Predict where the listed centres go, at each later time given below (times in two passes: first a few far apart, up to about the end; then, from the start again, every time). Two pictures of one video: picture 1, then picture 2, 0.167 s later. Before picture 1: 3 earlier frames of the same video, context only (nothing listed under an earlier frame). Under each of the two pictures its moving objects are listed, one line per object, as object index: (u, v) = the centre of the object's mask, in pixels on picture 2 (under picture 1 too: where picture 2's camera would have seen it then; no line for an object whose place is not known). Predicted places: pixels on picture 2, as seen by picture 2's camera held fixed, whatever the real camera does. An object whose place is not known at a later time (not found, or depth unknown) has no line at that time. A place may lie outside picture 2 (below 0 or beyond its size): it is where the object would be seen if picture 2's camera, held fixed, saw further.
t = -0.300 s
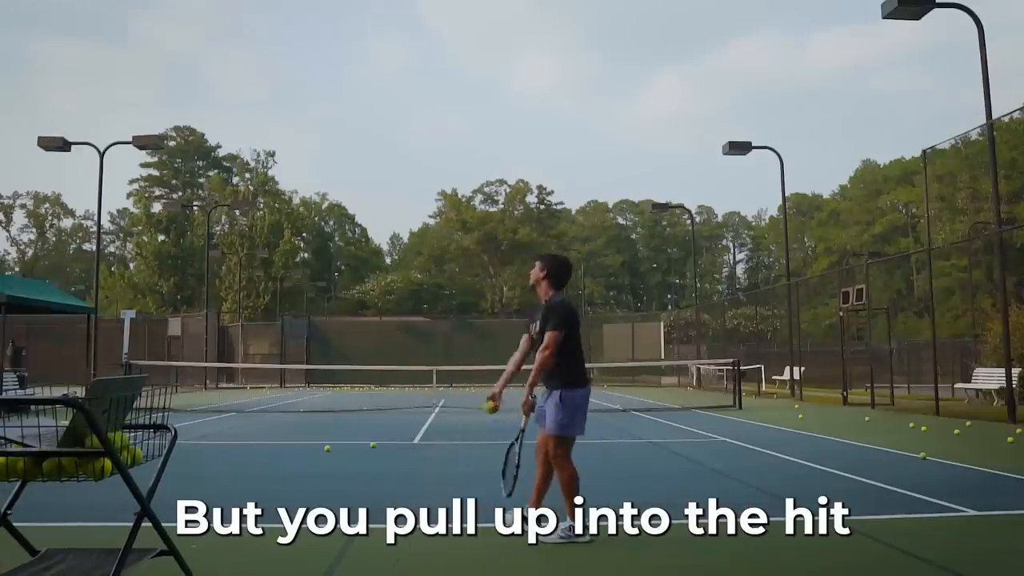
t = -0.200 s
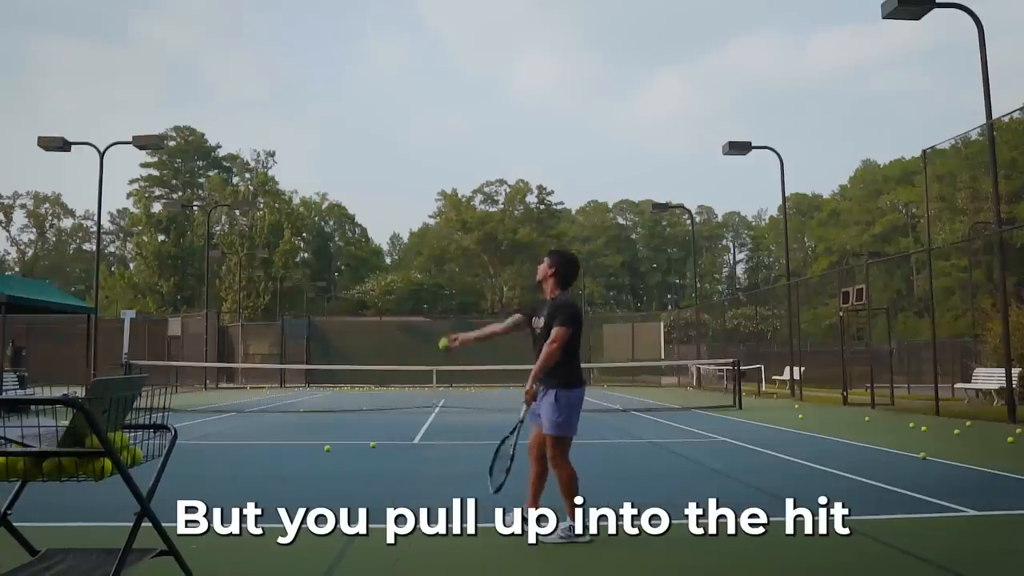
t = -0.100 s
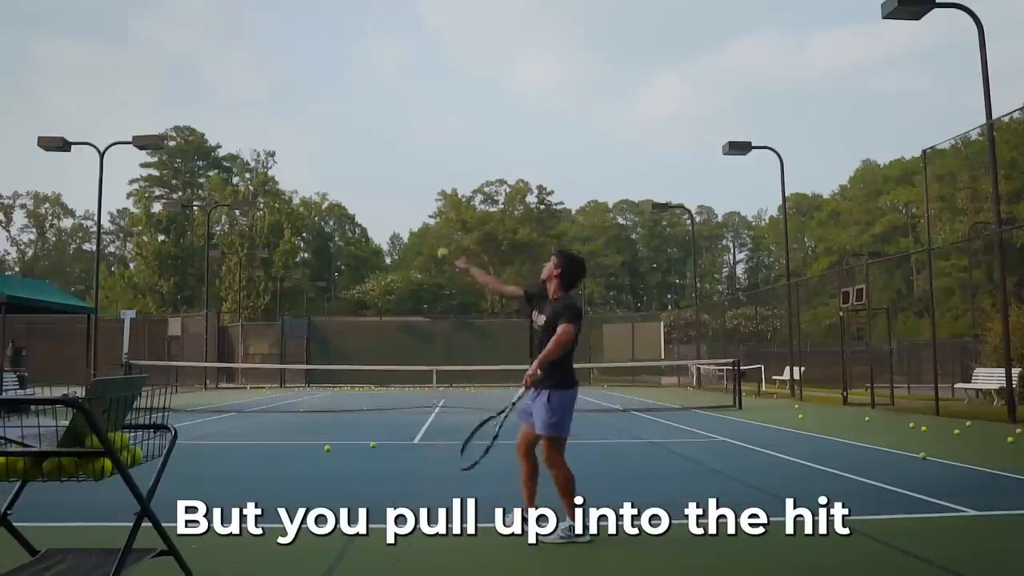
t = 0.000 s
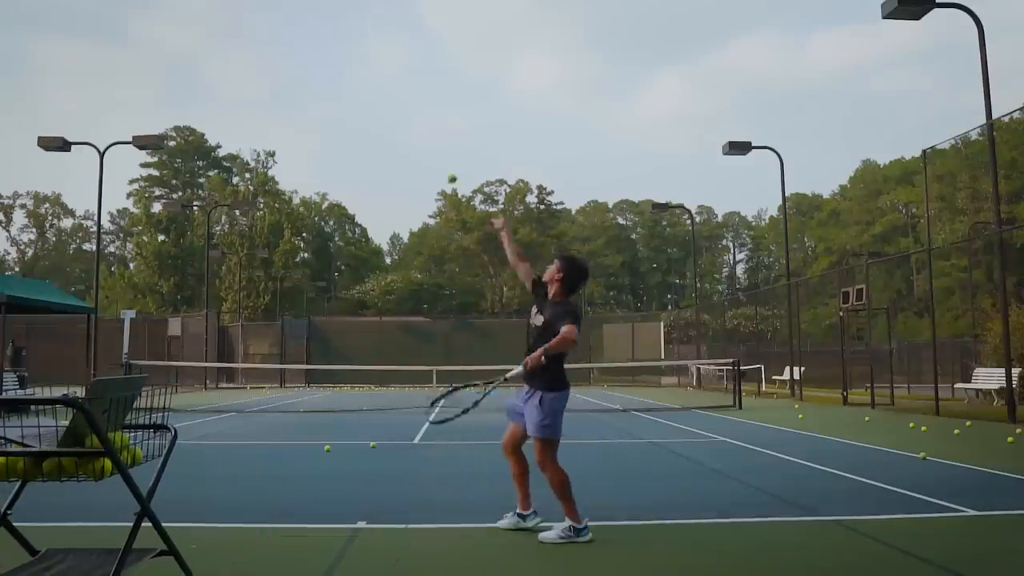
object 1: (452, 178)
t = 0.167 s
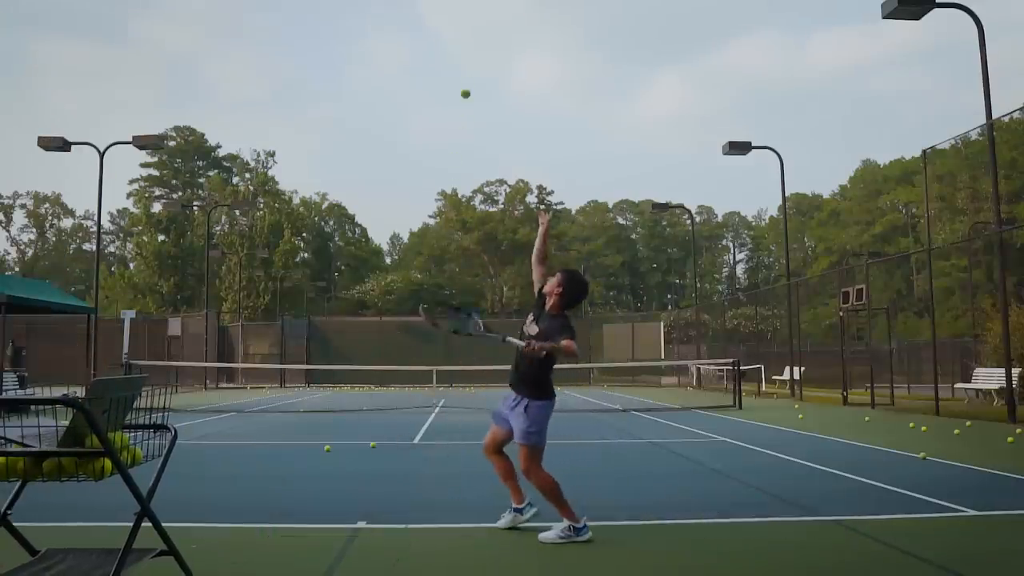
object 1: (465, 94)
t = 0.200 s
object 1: (468, 82)
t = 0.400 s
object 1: (483, 47)
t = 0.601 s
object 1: (498, 68)
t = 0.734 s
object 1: (509, 111)
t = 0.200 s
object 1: (468, 82)
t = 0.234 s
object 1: (470, 72)
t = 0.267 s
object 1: (473, 64)
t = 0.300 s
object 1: (476, 57)
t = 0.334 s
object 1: (478, 52)
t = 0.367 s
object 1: (480, 49)
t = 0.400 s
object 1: (483, 47)
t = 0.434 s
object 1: (486, 47)
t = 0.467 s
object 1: (488, 48)
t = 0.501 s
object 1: (491, 51)
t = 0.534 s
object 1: (493, 55)
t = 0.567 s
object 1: (496, 60)
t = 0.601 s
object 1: (498, 68)
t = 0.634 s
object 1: (501, 76)
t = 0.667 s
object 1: (503, 86)
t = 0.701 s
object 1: (506, 97)
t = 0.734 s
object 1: (509, 111)
